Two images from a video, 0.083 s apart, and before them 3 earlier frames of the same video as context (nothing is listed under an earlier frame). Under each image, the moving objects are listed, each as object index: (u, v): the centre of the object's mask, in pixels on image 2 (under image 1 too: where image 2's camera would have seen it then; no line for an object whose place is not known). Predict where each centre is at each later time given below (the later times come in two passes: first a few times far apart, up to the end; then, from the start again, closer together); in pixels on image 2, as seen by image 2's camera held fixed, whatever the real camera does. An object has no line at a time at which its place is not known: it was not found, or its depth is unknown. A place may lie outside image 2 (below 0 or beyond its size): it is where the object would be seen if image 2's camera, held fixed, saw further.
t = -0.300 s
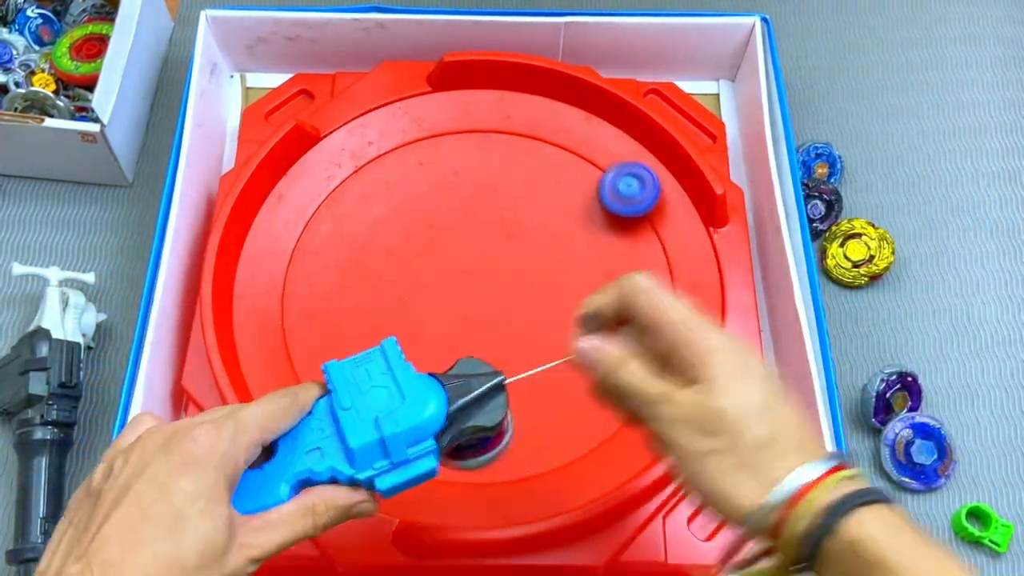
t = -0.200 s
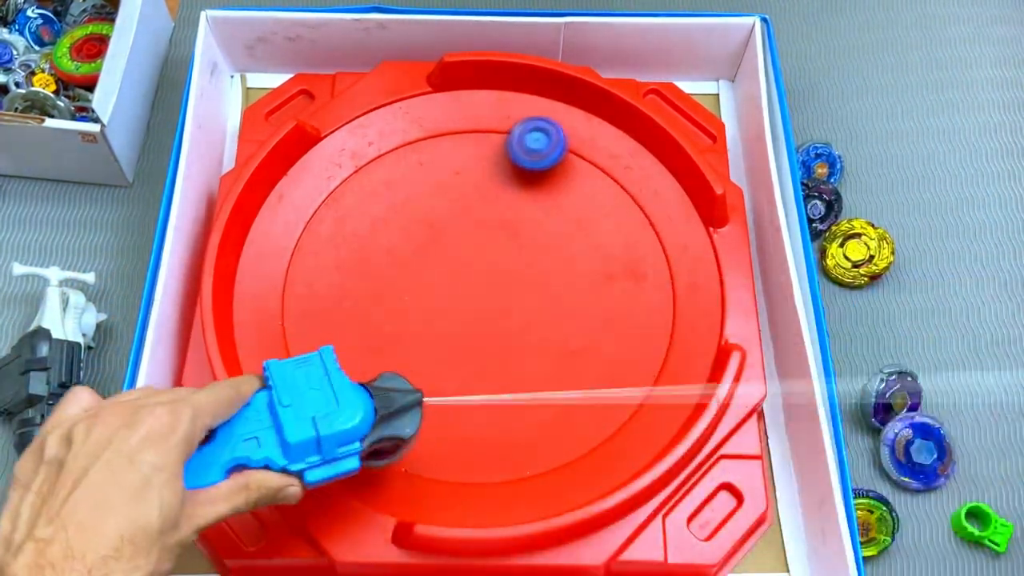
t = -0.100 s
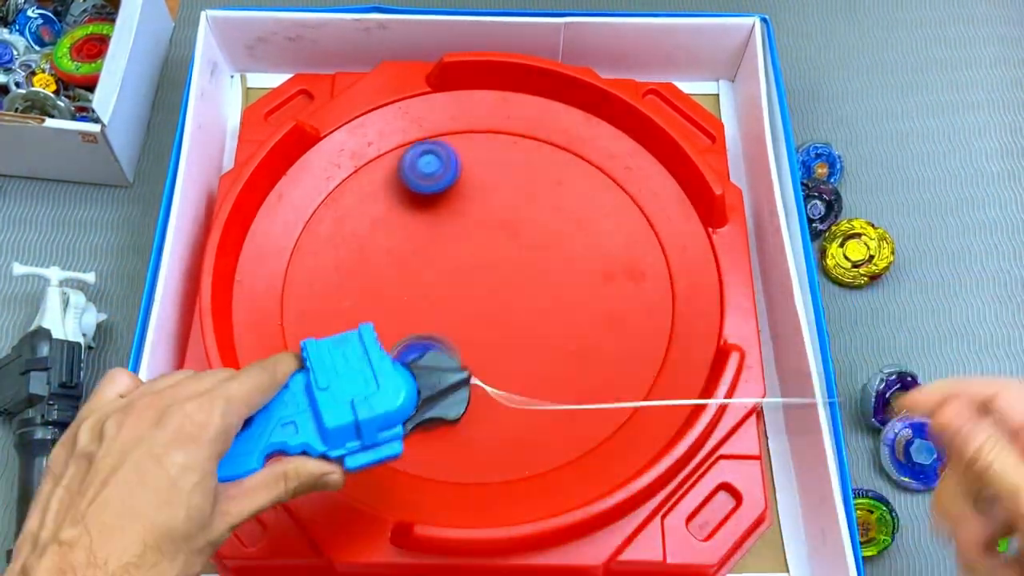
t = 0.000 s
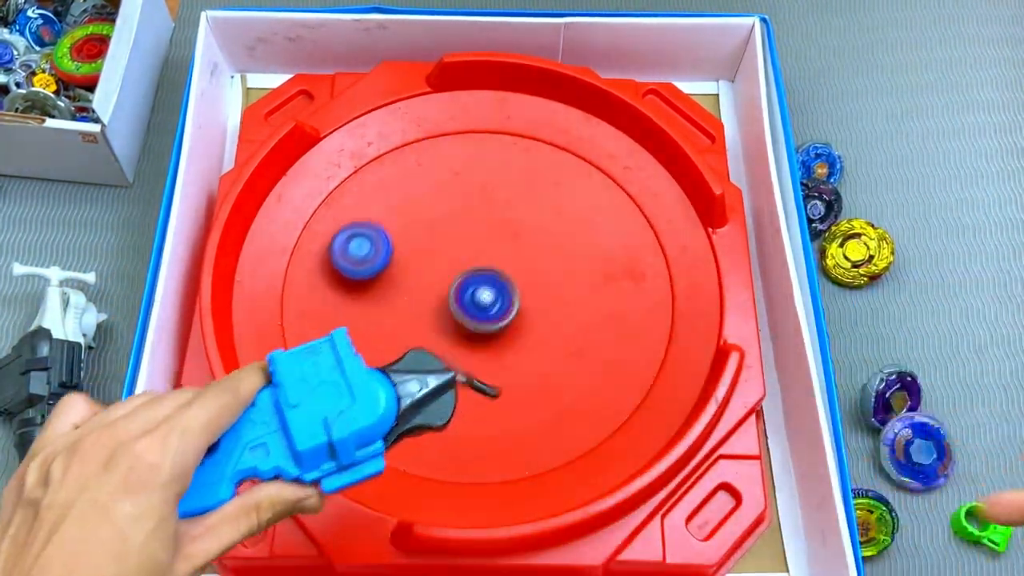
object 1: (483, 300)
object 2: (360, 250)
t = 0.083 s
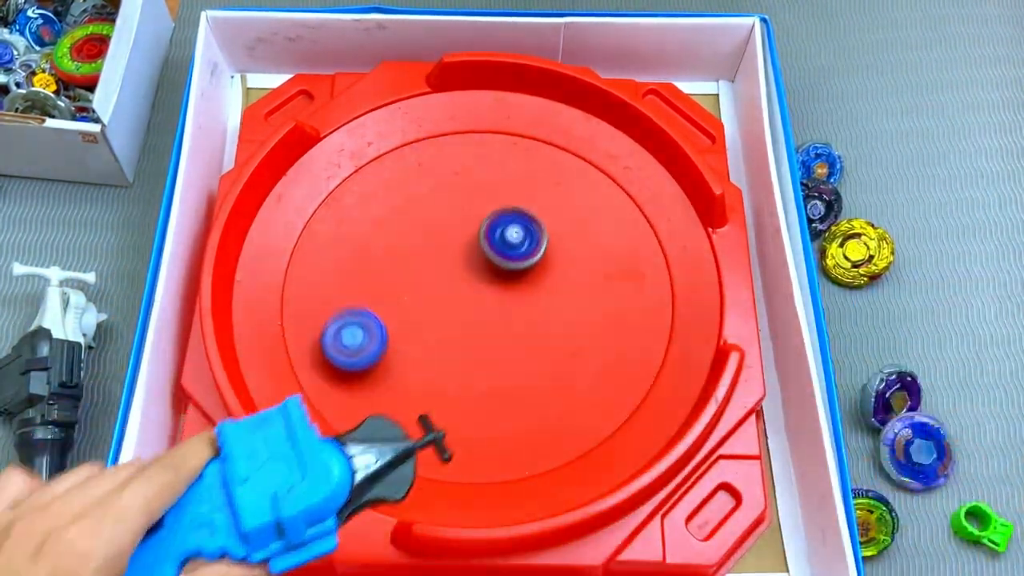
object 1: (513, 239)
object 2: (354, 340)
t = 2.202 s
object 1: (498, 272)
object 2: (683, 330)
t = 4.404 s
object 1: (349, 303)
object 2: (503, 206)
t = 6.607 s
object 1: (394, 194)
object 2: (483, 306)
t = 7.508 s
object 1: (573, 203)
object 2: (506, 358)
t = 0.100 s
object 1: (516, 228)
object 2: (359, 357)
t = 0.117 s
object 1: (518, 216)
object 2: (366, 376)
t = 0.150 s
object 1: (521, 195)
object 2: (387, 407)
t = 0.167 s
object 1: (521, 184)
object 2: (403, 422)
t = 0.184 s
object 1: (520, 175)
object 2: (420, 434)
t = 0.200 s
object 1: (518, 166)
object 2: (437, 445)
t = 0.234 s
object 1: (512, 151)
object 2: (480, 460)
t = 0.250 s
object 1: (509, 144)
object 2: (502, 464)
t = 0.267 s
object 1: (504, 138)
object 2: (525, 462)
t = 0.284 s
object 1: (499, 133)
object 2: (547, 456)
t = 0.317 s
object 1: (486, 124)
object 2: (588, 436)
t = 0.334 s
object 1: (479, 122)
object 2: (607, 425)
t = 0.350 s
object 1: (472, 120)
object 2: (624, 411)
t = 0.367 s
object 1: (463, 121)
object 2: (641, 396)
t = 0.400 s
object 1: (445, 129)
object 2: (663, 364)
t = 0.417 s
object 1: (436, 134)
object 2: (670, 345)
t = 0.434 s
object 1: (427, 139)
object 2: (675, 329)
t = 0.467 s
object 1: (408, 149)
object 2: (675, 294)
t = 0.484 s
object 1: (400, 154)
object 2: (670, 278)
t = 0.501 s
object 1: (391, 160)
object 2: (665, 263)
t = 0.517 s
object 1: (381, 165)
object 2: (656, 248)
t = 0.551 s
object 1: (365, 179)
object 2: (637, 224)
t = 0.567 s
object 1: (357, 187)
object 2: (623, 213)
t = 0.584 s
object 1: (351, 195)
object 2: (610, 205)
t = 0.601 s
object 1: (346, 204)
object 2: (593, 198)
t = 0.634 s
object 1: (340, 225)
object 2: (558, 187)
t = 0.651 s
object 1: (340, 237)
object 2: (539, 185)
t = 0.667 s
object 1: (342, 250)
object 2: (520, 184)
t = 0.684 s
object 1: (345, 260)
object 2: (503, 184)
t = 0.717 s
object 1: (356, 284)
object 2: (465, 190)
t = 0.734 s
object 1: (363, 295)
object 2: (449, 195)
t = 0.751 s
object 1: (372, 305)
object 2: (431, 202)
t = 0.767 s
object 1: (383, 315)
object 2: (414, 210)
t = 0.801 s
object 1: (405, 331)
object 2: (385, 230)
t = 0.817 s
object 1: (419, 338)
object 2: (371, 242)
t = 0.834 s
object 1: (431, 344)
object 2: (360, 255)
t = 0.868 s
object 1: (460, 352)
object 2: (340, 286)
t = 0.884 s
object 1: (474, 354)
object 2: (334, 301)
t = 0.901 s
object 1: (488, 355)
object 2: (328, 318)
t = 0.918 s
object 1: (504, 355)
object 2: (324, 337)
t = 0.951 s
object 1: (531, 352)
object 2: (325, 371)
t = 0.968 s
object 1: (546, 349)
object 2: (330, 390)
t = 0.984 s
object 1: (558, 345)
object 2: (336, 407)
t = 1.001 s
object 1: (571, 341)
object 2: (345, 423)
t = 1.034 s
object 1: (593, 329)
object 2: (379, 441)
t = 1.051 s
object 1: (602, 322)
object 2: (398, 451)
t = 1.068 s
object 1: (613, 314)
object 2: (417, 458)
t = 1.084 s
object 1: (621, 307)
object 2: (437, 461)
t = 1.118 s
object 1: (635, 290)
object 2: (482, 461)
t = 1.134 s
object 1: (640, 282)
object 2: (502, 458)
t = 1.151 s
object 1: (644, 272)
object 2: (521, 454)
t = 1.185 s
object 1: (649, 255)
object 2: (556, 442)
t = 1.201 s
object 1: (651, 245)
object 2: (571, 433)
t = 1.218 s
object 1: (652, 235)
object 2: (586, 421)
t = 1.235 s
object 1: (652, 225)
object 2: (597, 410)
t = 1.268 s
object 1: (648, 204)
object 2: (614, 380)
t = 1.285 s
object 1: (643, 196)
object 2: (619, 366)
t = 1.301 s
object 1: (635, 188)
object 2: (622, 351)
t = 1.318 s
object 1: (626, 181)
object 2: (622, 334)
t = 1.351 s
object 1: (605, 169)
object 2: (617, 305)
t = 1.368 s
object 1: (595, 163)
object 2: (612, 291)
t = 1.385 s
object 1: (585, 157)
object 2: (605, 278)
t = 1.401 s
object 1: (574, 151)
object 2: (595, 264)
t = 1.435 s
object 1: (554, 141)
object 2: (573, 242)
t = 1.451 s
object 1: (543, 137)
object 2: (560, 232)
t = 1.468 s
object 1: (531, 135)
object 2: (547, 225)
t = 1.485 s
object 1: (520, 133)
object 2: (534, 218)
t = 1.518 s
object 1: (495, 135)
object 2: (503, 208)
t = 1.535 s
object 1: (483, 138)
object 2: (488, 204)
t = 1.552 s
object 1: (470, 139)
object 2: (471, 207)
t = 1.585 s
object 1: (447, 133)
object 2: (438, 227)
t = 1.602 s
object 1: (436, 133)
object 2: (422, 237)
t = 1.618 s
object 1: (426, 135)
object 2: (408, 248)
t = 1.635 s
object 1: (417, 139)
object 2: (395, 257)
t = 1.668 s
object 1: (400, 152)
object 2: (372, 280)
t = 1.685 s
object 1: (393, 161)
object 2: (362, 293)
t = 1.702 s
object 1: (387, 172)
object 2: (353, 307)
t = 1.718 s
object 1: (382, 183)
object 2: (345, 321)
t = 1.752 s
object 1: (375, 208)
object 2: (335, 351)
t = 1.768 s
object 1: (374, 221)
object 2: (334, 367)
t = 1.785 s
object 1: (373, 234)
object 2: (334, 382)
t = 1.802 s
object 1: (375, 247)
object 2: (337, 398)
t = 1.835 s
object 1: (380, 272)
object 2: (351, 426)
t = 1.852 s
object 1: (385, 285)
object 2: (367, 435)
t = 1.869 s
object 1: (390, 297)
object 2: (383, 444)
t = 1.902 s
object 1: (404, 320)
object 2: (420, 457)
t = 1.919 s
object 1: (413, 330)
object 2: (438, 460)
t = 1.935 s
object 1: (422, 339)
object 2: (455, 463)
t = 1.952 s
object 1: (432, 349)
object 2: (472, 463)
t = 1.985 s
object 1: (454, 364)
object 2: (504, 457)
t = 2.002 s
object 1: (466, 370)
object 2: (519, 452)
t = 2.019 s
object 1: (478, 375)
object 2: (533, 444)
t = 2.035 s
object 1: (490, 380)
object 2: (545, 436)
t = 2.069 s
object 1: (499, 367)
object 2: (593, 439)
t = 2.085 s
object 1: (498, 354)
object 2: (618, 440)
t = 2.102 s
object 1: (496, 339)
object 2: (632, 422)
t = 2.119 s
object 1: (496, 326)
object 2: (642, 402)
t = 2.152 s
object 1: (496, 302)
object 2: (661, 368)
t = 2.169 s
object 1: (496, 291)
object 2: (669, 352)
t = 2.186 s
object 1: (497, 282)
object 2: (677, 341)
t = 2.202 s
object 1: (498, 272)
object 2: (683, 330)
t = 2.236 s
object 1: (499, 257)
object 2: (682, 307)
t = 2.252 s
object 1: (501, 250)
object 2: (676, 295)
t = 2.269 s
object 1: (501, 245)
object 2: (671, 285)
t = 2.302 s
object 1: (502, 238)
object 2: (657, 270)
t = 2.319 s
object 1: (502, 236)
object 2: (649, 259)
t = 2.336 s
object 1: (501, 235)
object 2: (639, 251)
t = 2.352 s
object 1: (499, 236)
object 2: (629, 244)
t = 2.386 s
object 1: (495, 238)
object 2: (605, 225)
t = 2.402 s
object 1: (492, 241)
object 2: (592, 215)
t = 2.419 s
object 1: (489, 243)
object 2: (579, 208)
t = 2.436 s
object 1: (487, 246)
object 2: (565, 201)
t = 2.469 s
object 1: (483, 255)
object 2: (536, 190)
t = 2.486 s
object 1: (481, 260)
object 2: (520, 185)
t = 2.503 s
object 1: (481, 265)
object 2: (504, 182)
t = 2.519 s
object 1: (482, 271)
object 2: (488, 179)
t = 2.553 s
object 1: (484, 283)
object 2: (456, 178)
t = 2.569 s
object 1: (487, 288)
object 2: (440, 179)
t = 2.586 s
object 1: (490, 293)
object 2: (424, 181)
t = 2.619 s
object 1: (499, 303)
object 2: (394, 188)
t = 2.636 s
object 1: (505, 307)
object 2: (379, 193)
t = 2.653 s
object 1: (511, 311)
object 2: (365, 201)
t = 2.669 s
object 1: (517, 314)
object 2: (351, 208)
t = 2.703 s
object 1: (531, 319)
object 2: (326, 227)
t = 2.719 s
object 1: (538, 320)
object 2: (317, 237)
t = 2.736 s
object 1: (545, 320)
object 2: (308, 249)
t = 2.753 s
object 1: (553, 320)
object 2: (300, 263)
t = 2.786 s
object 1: (567, 318)
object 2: (290, 289)
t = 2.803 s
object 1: (573, 315)
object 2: (288, 304)
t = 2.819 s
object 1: (579, 312)
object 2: (287, 318)
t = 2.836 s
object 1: (585, 308)
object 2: (290, 331)
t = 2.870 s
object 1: (594, 297)
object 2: (305, 359)
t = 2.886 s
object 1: (597, 291)
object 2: (314, 372)
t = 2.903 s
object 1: (599, 284)
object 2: (324, 385)
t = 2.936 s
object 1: (600, 270)
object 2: (348, 404)
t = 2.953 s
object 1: (599, 262)
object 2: (363, 412)
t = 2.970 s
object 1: (597, 255)
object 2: (377, 417)
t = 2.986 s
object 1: (593, 248)
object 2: (392, 420)
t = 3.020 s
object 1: (582, 235)
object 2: (426, 423)
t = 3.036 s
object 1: (575, 230)
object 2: (441, 422)
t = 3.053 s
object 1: (566, 225)
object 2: (459, 417)
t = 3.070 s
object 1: (558, 222)
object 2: (473, 413)
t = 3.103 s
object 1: (538, 217)
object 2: (501, 398)
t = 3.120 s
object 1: (528, 217)
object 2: (513, 389)
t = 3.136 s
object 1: (518, 217)
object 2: (524, 380)
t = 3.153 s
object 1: (506, 218)
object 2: (534, 369)
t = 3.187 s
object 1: (486, 224)
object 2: (548, 348)
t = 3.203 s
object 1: (477, 228)
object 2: (554, 335)
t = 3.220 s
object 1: (468, 234)
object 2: (558, 324)
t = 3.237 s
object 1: (459, 240)
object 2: (561, 312)
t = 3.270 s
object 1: (443, 255)
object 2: (563, 290)
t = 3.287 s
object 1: (436, 264)
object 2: (563, 279)
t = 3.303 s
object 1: (430, 273)
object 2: (561, 267)
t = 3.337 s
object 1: (422, 293)
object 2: (555, 247)
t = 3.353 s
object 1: (419, 303)
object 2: (550, 237)
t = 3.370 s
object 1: (417, 314)
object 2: (545, 228)
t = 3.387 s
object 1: (416, 325)
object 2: (538, 220)
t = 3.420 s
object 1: (418, 346)
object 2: (523, 204)
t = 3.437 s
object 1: (420, 356)
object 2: (513, 198)
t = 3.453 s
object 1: (423, 367)
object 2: (503, 192)
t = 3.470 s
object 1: (427, 376)
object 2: (494, 187)
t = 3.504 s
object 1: (439, 395)
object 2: (471, 182)
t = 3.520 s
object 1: (446, 402)
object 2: (460, 181)
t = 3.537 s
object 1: (455, 409)
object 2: (449, 181)
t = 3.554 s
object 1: (465, 416)
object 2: (438, 183)
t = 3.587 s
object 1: (485, 426)
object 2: (417, 189)
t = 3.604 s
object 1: (497, 429)
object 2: (408, 194)
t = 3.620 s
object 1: (508, 431)
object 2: (400, 200)
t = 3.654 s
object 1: (533, 432)
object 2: (385, 215)
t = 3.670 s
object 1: (545, 430)
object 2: (379, 223)
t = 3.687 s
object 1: (558, 427)
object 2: (375, 232)
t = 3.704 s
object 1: (570, 423)
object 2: (372, 243)
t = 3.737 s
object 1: (592, 412)
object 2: (370, 263)
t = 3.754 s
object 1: (601, 404)
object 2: (372, 274)
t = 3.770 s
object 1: (610, 397)
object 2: (374, 284)
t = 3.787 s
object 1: (617, 388)
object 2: (377, 294)
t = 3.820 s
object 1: (629, 367)
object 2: (389, 312)
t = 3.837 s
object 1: (633, 357)
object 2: (397, 321)
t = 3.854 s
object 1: (636, 345)
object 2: (406, 329)
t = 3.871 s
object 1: (637, 335)
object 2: (415, 334)
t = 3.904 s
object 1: (635, 312)
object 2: (436, 343)
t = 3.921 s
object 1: (632, 302)
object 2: (447, 346)
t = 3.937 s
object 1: (627, 291)
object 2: (458, 348)
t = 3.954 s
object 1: (621, 281)
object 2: (471, 348)
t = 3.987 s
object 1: (607, 263)
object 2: (493, 347)
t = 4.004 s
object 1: (598, 254)
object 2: (505, 344)
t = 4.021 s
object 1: (590, 247)
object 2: (515, 341)
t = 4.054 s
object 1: (568, 235)
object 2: (535, 333)
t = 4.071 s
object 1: (557, 231)
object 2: (544, 327)
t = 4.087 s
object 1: (544, 227)
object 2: (552, 320)
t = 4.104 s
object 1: (533, 225)
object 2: (559, 313)
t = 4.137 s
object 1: (509, 222)
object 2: (571, 299)
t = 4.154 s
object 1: (497, 222)
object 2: (576, 291)
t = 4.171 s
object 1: (485, 223)
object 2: (579, 283)
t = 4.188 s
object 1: (472, 224)
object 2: (580, 274)
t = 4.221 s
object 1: (449, 229)
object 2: (580, 257)
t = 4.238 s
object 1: (437, 233)
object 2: (579, 248)
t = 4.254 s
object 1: (426, 237)
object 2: (576, 240)
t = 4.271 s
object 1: (415, 242)
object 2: (571, 232)
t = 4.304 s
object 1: (394, 254)
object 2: (557, 219)
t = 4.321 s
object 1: (386, 260)
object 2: (550, 215)
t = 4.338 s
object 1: (377, 268)
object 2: (542, 210)
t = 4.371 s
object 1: (361, 284)
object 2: (524, 206)
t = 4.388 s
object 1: (355, 293)
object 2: (513, 205)
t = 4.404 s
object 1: (349, 303)
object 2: (503, 206)
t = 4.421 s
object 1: (344, 311)
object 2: (494, 209)
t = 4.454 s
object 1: (337, 332)
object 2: (477, 217)
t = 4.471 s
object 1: (335, 342)
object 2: (470, 223)
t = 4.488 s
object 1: (334, 353)
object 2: (463, 230)
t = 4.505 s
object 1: (335, 364)
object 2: (457, 237)
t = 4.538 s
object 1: (339, 384)
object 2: (449, 253)
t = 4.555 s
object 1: (343, 394)
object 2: (445, 261)
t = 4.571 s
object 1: (348, 403)
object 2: (442, 269)
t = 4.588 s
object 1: (354, 413)
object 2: (442, 278)
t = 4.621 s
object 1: (370, 430)
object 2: (444, 295)
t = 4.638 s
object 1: (380, 437)
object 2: (447, 303)
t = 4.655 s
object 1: (391, 444)
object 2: (449, 312)
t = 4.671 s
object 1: (401, 450)
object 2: (451, 319)
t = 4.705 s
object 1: (424, 457)
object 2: (461, 333)
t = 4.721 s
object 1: (436, 460)
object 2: (467, 339)
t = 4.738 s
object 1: (448, 461)
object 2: (474, 344)
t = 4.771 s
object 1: (473, 459)
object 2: (488, 355)
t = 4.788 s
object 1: (487, 457)
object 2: (495, 359)
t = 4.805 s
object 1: (500, 453)
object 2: (504, 362)
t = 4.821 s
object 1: (512, 449)
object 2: (512, 362)
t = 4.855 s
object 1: (535, 435)
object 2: (529, 363)
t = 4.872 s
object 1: (545, 427)
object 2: (537, 361)
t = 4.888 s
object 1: (554, 422)
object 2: (546, 354)
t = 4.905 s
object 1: (563, 417)
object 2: (554, 346)
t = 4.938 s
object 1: (577, 402)
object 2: (566, 328)
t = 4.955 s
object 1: (583, 393)
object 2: (569, 319)
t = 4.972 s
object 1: (588, 384)
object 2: (571, 311)
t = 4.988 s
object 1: (592, 373)
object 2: (571, 301)
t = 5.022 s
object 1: (596, 351)
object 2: (568, 285)
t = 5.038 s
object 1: (596, 339)
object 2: (564, 276)
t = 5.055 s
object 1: (594, 328)
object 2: (560, 268)
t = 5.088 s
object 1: (589, 306)
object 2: (550, 254)
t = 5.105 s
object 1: (585, 296)
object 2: (542, 248)
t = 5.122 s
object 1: (581, 288)
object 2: (533, 241)
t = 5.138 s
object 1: (576, 279)
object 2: (524, 235)
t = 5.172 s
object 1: (564, 263)
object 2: (505, 225)
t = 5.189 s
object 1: (555, 255)
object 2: (496, 223)
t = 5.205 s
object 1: (547, 249)
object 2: (486, 221)
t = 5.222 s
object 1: (540, 244)
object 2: (474, 219)
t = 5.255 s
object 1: (530, 237)
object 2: (440, 213)
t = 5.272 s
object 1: (524, 234)
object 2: (426, 211)
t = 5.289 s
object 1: (516, 232)
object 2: (411, 211)
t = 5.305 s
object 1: (508, 229)
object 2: (398, 212)
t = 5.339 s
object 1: (489, 225)
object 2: (374, 219)
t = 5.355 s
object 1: (479, 223)
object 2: (362, 224)
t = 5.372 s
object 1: (469, 223)
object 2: (352, 230)
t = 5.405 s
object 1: (447, 222)
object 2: (333, 246)
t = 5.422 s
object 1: (437, 224)
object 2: (325, 255)
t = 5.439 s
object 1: (426, 226)
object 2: (319, 266)
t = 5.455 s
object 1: (416, 228)
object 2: (313, 277)
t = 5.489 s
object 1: (397, 236)
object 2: (308, 298)
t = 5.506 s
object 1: (389, 241)
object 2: (307, 310)
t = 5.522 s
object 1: (380, 247)
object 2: (308, 320)
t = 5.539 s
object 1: (372, 253)
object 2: (311, 332)
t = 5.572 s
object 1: (359, 266)
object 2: (322, 352)
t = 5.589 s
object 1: (353, 275)
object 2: (329, 361)
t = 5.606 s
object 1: (348, 282)
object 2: (338, 369)
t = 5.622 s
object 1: (344, 291)
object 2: (347, 376)
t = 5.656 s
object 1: (337, 309)
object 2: (369, 387)
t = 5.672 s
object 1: (336, 318)
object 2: (381, 390)
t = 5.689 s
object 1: (335, 328)
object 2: (394, 392)
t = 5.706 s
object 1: (336, 338)
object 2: (407, 393)
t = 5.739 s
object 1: (342, 358)
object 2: (432, 391)
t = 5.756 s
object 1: (346, 366)
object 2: (445, 387)
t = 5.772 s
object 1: (351, 375)
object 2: (457, 384)
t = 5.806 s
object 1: (365, 392)
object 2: (479, 373)
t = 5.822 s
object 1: (374, 399)
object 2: (488, 366)
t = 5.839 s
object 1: (384, 406)
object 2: (496, 358)
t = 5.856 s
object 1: (395, 412)
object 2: (504, 351)
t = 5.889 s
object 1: (418, 420)
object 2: (517, 334)
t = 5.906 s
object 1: (431, 422)
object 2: (522, 325)
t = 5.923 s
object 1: (444, 424)
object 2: (527, 316)
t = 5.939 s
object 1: (458, 424)
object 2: (530, 307)
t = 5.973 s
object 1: (483, 420)
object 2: (534, 288)
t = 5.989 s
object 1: (496, 416)
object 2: (535, 279)
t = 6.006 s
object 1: (508, 412)
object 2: (535, 270)
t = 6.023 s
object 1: (518, 406)
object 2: (534, 261)
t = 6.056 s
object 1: (539, 391)
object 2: (531, 244)
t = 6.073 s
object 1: (547, 383)
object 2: (528, 236)
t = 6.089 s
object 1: (556, 374)
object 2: (524, 228)
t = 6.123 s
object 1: (570, 355)
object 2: (513, 215)
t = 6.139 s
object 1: (575, 344)
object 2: (507, 209)
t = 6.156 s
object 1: (579, 334)
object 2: (500, 203)
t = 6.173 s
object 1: (582, 323)
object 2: (493, 199)
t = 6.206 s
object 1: (584, 301)
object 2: (476, 194)
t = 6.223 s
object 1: (583, 290)
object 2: (468, 193)
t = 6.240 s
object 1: (582, 279)
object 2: (459, 194)
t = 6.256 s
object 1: (579, 269)
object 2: (452, 195)
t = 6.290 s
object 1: (571, 250)
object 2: (436, 202)
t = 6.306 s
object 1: (566, 241)
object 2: (429, 205)
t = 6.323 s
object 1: (560, 232)
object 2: (423, 212)
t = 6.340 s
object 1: (553, 224)
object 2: (418, 218)
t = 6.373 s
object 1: (537, 210)
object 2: (412, 233)
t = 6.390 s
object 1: (528, 203)
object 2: (411, 241)
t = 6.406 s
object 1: (520, 197)
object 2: (411, 249)
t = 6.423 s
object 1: (510, 193)
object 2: (413, 257)
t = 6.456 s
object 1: (489, 186)
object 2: (421, 270)
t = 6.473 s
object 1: (478, 183)
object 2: (426, 277)
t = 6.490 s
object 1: (467, 182)
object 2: (432, 283)
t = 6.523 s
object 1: (446, 182)
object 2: (445, 292)
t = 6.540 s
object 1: (434, 183)
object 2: (452, 296)
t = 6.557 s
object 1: (424, 184)
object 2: (459, 299)
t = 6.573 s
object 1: (414, 187)
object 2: (467, 302)
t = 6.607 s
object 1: (394, 194)
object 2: (483, 306)
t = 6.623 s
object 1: (384, 198)
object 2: (491, 306)
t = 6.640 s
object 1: (375, 204)
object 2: (500, 305)
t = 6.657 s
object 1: (367, 210)
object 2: (507, 302)
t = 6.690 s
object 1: (352, 225)
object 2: (522, 295)
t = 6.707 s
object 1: (346, 233)
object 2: (527, 291)
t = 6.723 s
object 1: (341, 242)
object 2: (533, 287)
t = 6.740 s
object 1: (336, 252)
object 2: (537, 282)
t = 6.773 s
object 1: (330, 272)
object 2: (544, 272)
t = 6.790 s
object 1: (328, 283)
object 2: (546, 266)
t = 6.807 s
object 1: (328, 293)
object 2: (547, 261)
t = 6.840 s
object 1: (331, 316)
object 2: (544, 252)
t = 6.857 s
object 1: (334, 326)
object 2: (542, 249)
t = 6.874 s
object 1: (339, 337)
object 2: (540, 246)
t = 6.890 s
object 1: (345, 347)
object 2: (537, 244)
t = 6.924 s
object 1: (359, 365)
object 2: (532, 240)
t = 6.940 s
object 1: (369, 373)
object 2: (529, 240)
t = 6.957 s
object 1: (378, 380)
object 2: (525, 239)
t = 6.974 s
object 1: (389, 387)
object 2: (521, 240)
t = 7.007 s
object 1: (412, 396)
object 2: (513, 241)
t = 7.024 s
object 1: (424, 400)
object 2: (509, 243)
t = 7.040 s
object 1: (438, 402)
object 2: (505, 244)
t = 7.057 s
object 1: (450, 404)
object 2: (501, 246)
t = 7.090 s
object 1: (476, 403)
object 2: (493, 252)
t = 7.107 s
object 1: (488, 401)
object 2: (490, 255)
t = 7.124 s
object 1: (501, 398)
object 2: (486, 258)
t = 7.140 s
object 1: (513, 394)
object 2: (483, 262)
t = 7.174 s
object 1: (536, 384)
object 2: (477, 269)
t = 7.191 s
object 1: (547, 377)
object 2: (475, 274)
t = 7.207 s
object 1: (557, 370)
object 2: (474, 279)
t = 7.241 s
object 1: (575, 354)
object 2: (471, 291)
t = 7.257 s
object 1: (582, 346)
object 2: (470, 296)
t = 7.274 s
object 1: (588, 336)
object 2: (470, 301)
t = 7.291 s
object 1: (594, 326)
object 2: (470, 307)
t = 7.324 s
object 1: (602, 306)
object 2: (473, 318)
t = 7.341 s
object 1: (604, 296)
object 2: (474, 324)
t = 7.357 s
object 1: (606, 285)
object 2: (476, 329)
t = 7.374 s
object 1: (606, 275)
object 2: (479, 334)
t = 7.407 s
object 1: (603, 254)
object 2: (484, 341)
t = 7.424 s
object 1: (600, 245)
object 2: (487, 345)
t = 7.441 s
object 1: (597, 235)
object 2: (491, 349)
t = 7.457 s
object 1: (592, 226)
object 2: (495, 351)
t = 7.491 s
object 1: (580, 210)
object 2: (503, 357)
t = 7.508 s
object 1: (573, 203)
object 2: (506, 358)
